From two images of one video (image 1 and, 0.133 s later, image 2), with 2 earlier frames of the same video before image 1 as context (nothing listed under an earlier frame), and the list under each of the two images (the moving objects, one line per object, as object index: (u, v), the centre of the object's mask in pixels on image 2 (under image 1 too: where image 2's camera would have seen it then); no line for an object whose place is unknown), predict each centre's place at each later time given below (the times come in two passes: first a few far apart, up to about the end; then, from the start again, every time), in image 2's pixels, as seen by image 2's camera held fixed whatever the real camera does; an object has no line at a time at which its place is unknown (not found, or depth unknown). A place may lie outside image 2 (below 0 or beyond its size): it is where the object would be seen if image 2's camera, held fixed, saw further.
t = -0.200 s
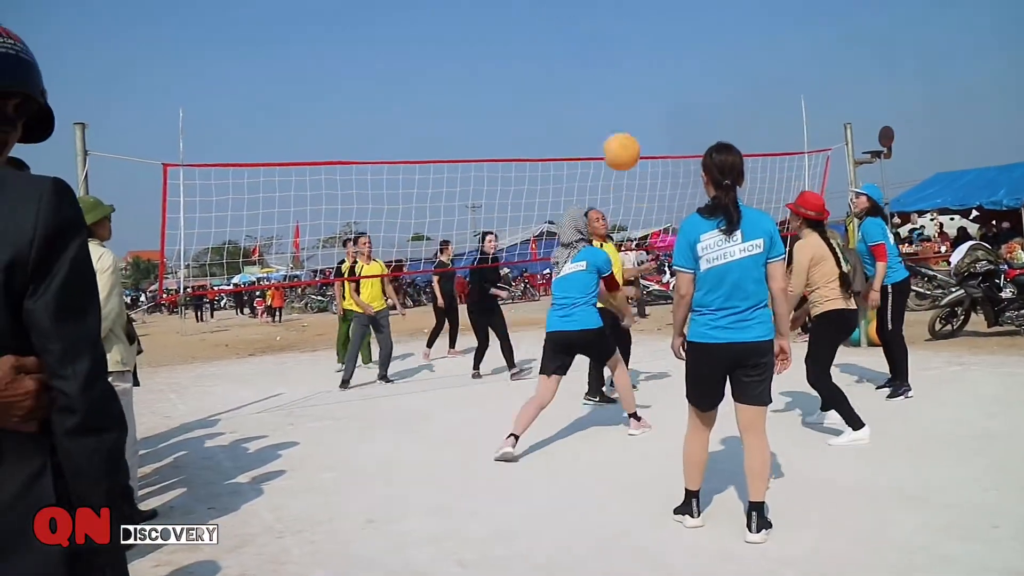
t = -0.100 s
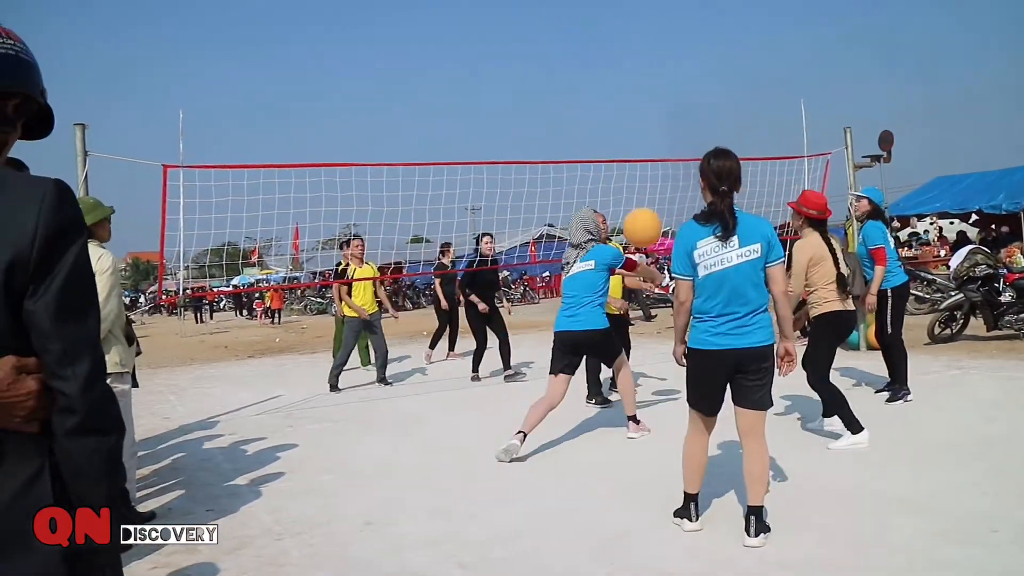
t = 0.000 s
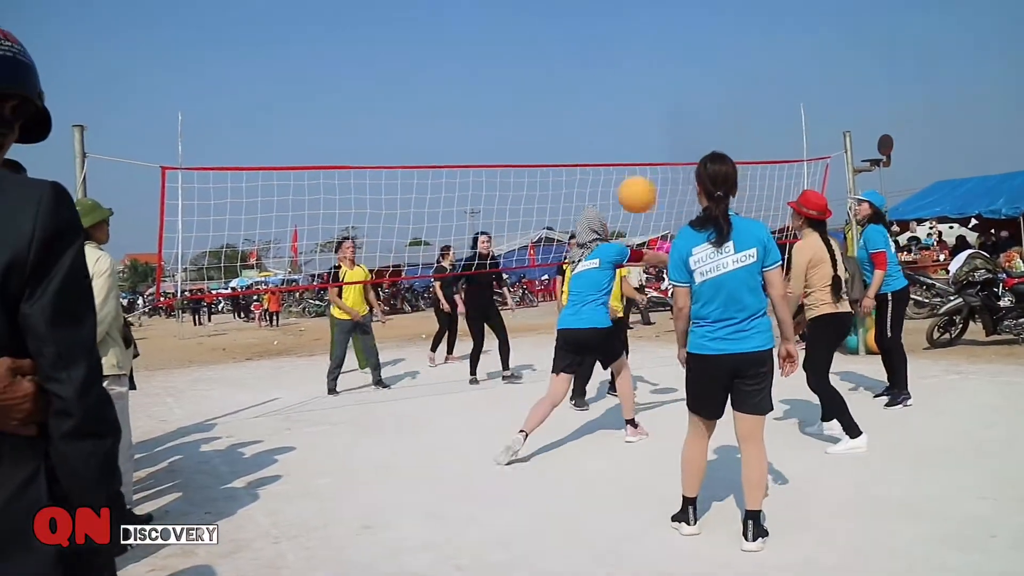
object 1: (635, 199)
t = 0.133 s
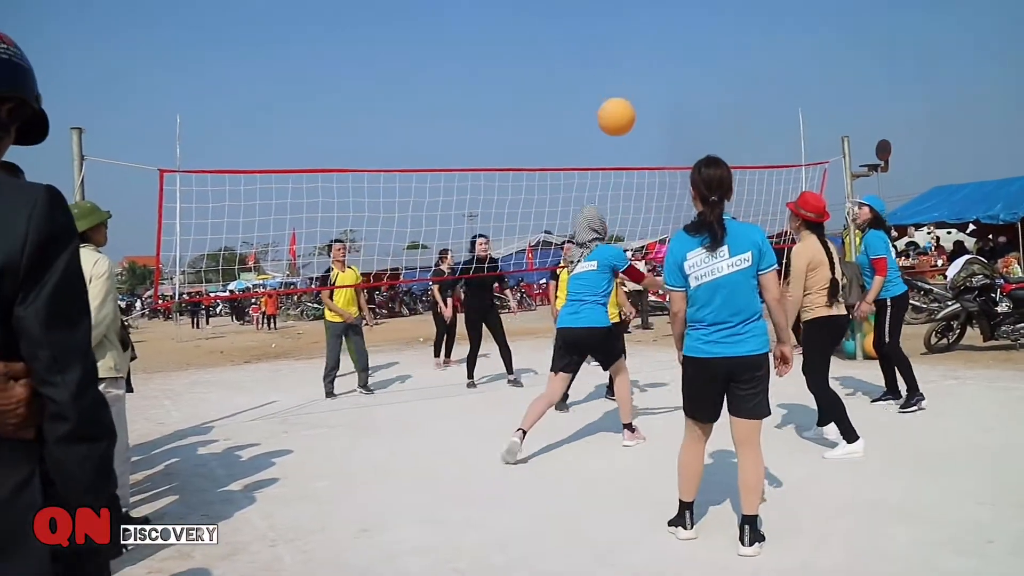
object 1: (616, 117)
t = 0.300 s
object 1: (594, 51)
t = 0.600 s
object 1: (566, 28)
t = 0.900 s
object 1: (544, 123)
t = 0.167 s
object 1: (612, 100)
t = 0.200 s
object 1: (607, 86)
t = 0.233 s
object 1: (602, 73)
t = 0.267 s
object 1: (598, 61)
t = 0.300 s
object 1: (594, 51)
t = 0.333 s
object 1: (590, 43)
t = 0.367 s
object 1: (587, 36)
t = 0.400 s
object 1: (583, 31)
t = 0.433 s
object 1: (580, 27)
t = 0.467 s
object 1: (577, 24)
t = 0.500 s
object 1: (574, 23)
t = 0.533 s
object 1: (571, 23)
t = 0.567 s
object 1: (568, 25)
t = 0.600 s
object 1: (566, 28)
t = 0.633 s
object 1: (563, 33)
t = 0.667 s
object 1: (560, 39)
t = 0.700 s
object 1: (557, 46)
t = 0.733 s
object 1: (555, 55)
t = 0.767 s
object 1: (552, 66)
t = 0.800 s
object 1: (549, 78)
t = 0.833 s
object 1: (547, 92)
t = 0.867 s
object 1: (545, 107)
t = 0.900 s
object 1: (544, 123)
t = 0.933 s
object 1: (542, 141)
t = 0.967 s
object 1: (540, 160)
